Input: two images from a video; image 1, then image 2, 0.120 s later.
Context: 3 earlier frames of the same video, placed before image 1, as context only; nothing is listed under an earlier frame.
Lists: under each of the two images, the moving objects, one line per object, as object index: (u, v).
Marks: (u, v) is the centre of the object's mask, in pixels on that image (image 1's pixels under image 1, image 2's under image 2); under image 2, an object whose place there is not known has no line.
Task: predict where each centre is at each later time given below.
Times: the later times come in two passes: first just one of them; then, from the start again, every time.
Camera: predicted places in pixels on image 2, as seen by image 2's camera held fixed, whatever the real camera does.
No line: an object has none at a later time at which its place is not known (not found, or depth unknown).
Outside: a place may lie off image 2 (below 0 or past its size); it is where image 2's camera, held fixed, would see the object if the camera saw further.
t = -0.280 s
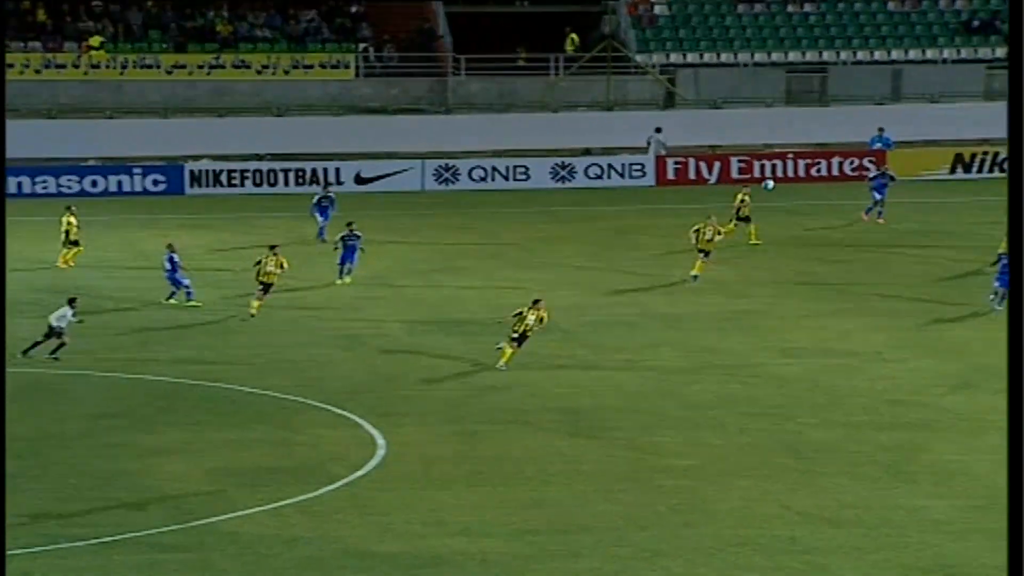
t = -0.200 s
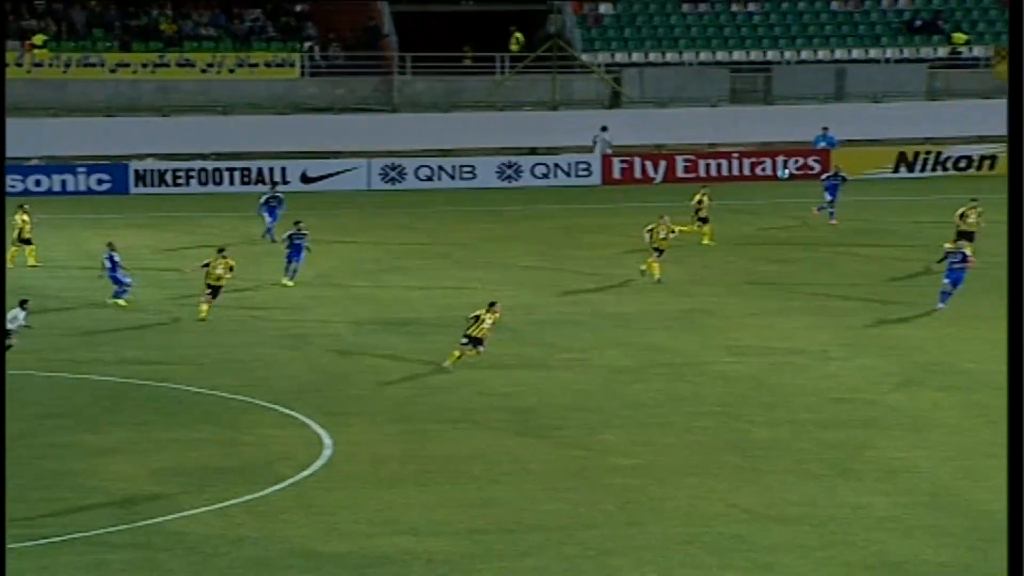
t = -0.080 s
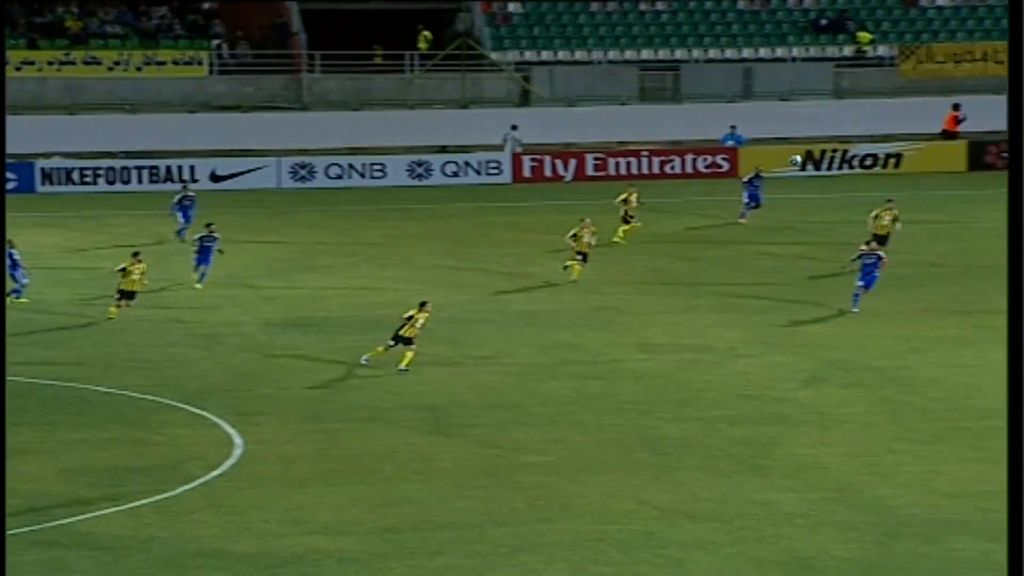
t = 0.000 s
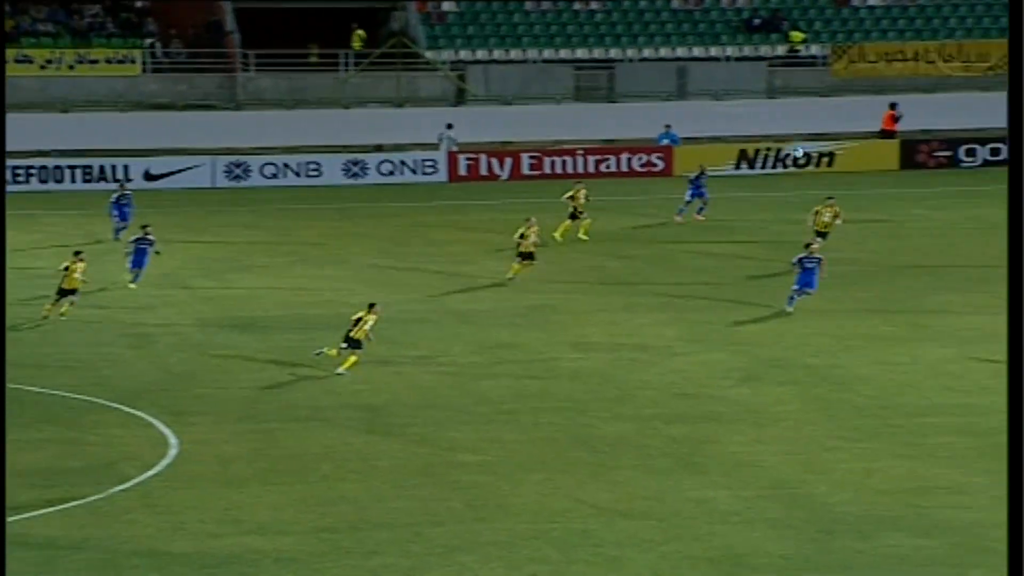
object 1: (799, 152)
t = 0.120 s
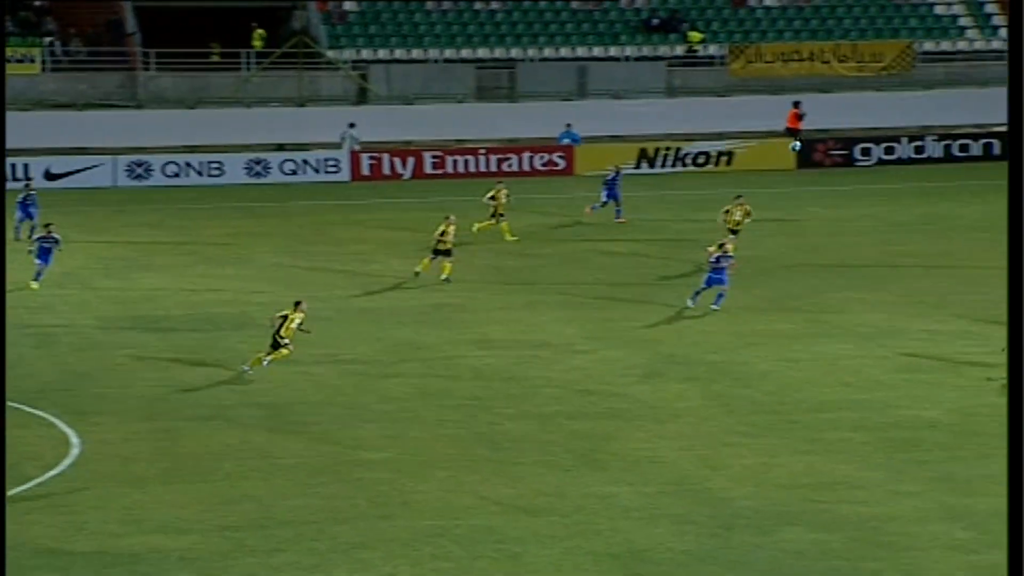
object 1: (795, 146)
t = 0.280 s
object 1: (923, 146)
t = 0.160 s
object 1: (826, 146)
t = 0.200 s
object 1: (859, 145)
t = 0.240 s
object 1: (891, 144)
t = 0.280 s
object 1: (923, 146)
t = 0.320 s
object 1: (954, 147)
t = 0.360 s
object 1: (986, 148)
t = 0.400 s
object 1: (1020, 150)
